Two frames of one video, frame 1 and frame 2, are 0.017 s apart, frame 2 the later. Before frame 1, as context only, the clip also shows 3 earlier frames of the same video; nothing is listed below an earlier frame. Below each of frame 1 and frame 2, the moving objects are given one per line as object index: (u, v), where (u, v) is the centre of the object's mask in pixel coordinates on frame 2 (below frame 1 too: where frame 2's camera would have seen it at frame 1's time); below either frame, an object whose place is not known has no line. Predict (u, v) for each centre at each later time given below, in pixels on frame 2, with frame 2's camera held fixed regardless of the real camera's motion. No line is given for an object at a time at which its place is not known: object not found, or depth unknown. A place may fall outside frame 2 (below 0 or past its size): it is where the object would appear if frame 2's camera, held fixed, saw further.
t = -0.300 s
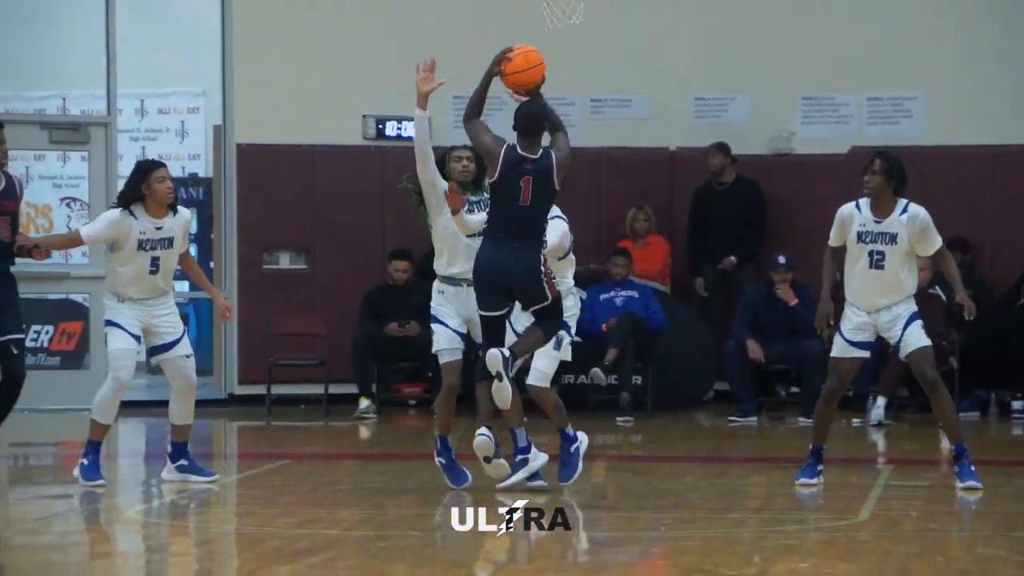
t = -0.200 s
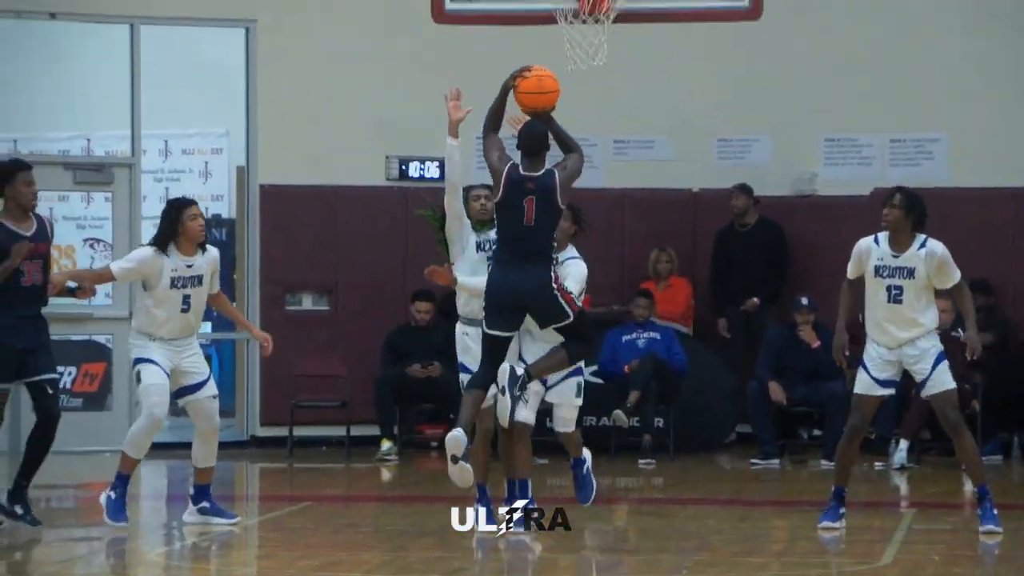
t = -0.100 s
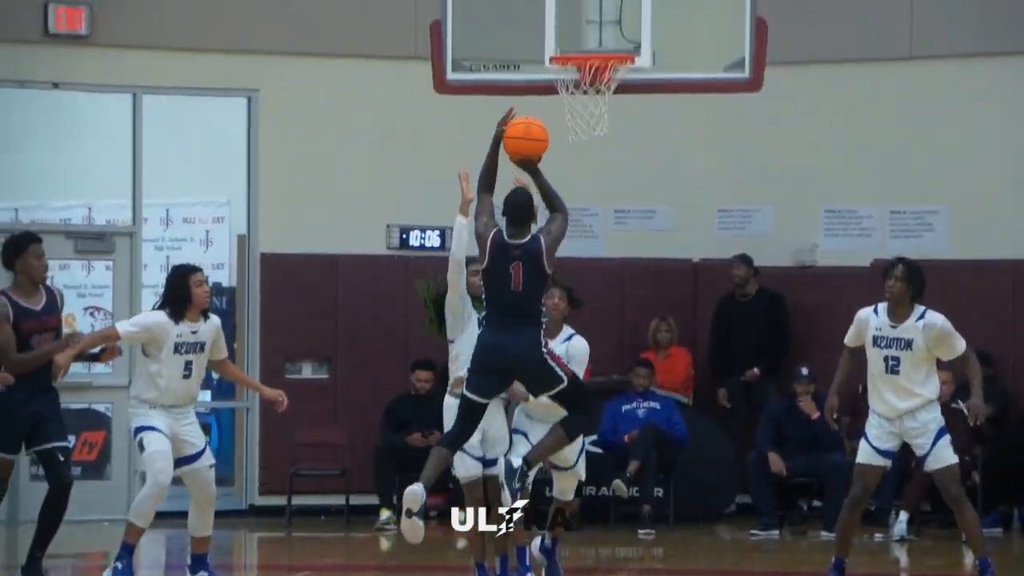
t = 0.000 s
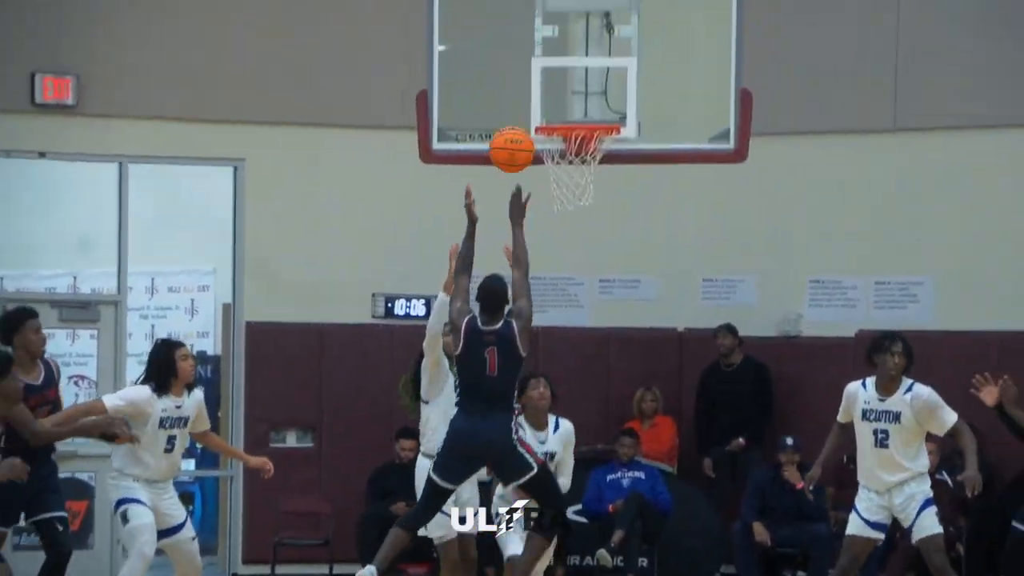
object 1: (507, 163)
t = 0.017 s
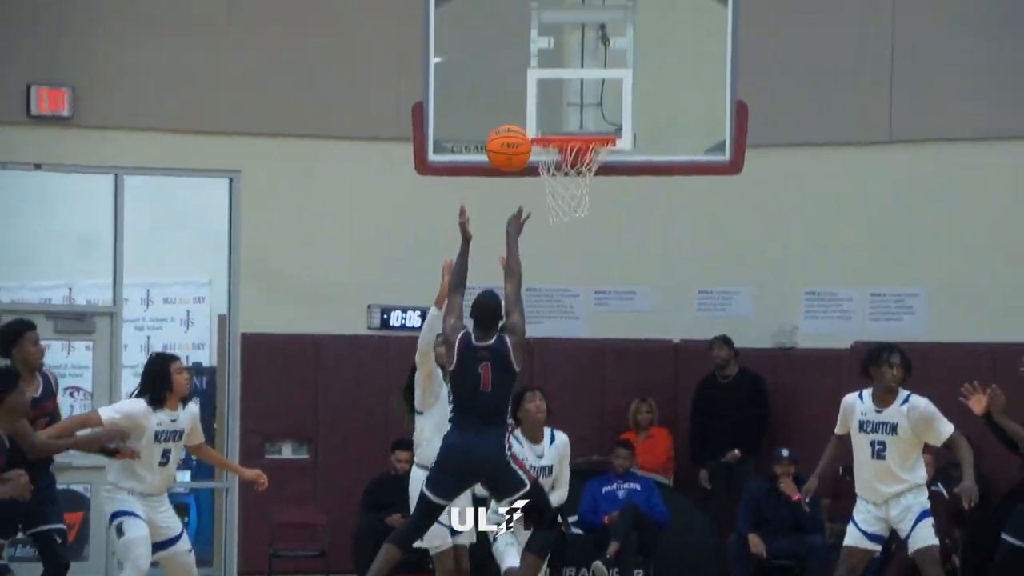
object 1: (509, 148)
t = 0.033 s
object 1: (511, 135)
